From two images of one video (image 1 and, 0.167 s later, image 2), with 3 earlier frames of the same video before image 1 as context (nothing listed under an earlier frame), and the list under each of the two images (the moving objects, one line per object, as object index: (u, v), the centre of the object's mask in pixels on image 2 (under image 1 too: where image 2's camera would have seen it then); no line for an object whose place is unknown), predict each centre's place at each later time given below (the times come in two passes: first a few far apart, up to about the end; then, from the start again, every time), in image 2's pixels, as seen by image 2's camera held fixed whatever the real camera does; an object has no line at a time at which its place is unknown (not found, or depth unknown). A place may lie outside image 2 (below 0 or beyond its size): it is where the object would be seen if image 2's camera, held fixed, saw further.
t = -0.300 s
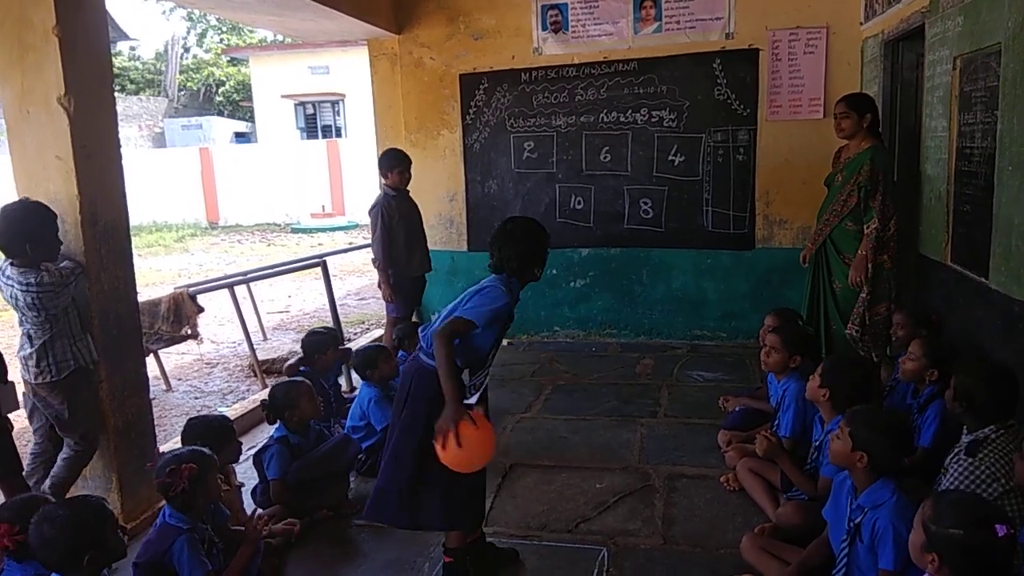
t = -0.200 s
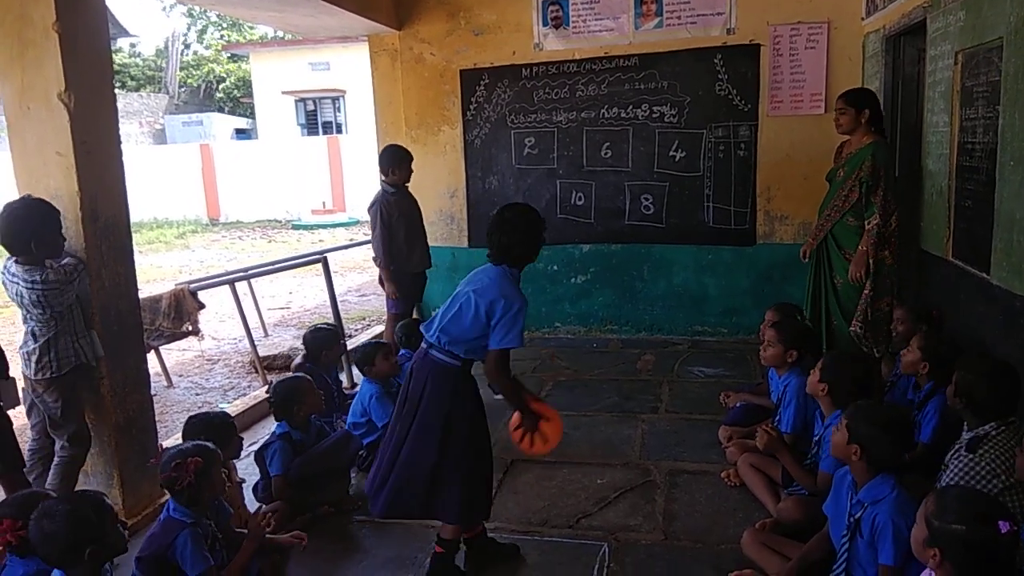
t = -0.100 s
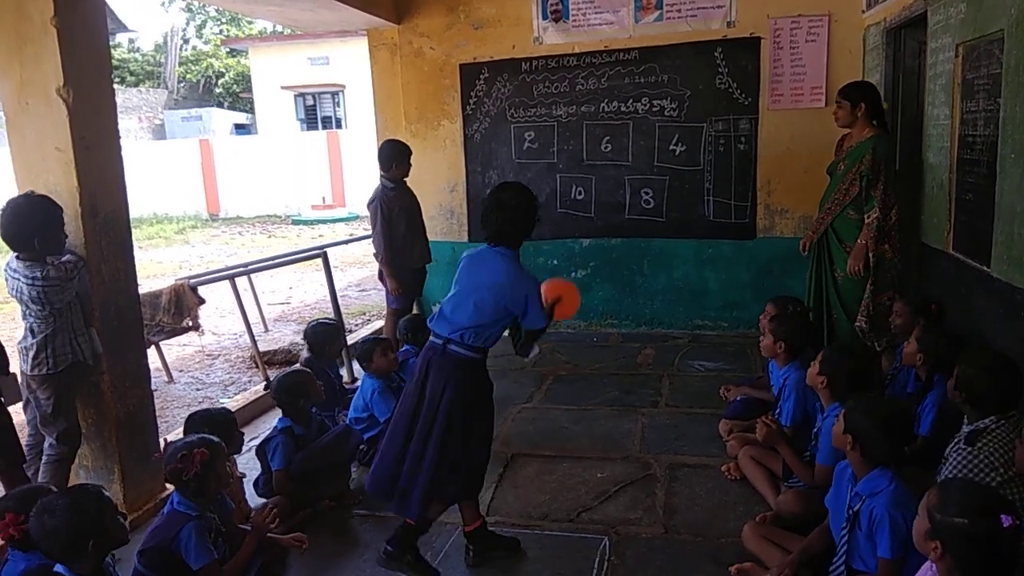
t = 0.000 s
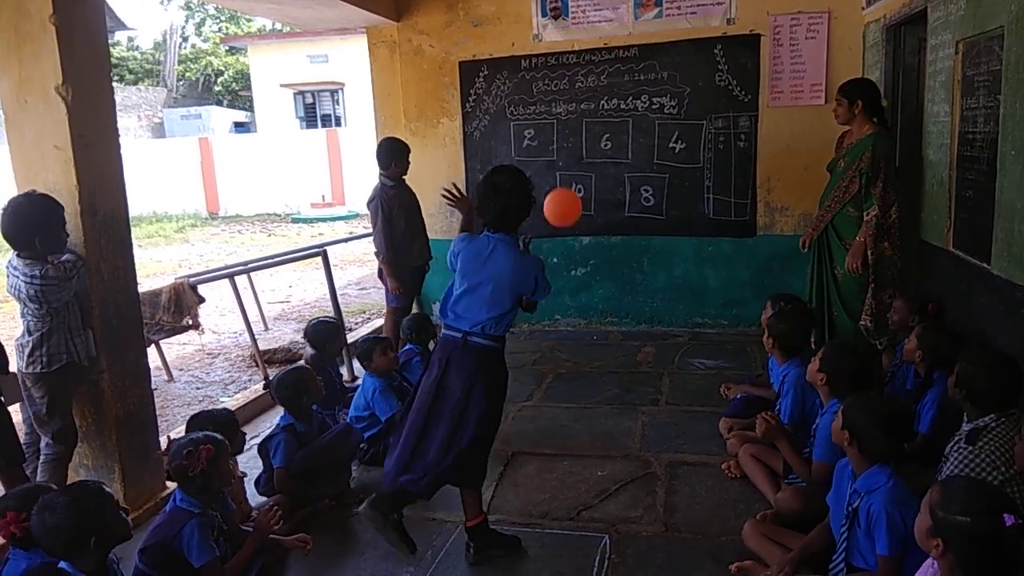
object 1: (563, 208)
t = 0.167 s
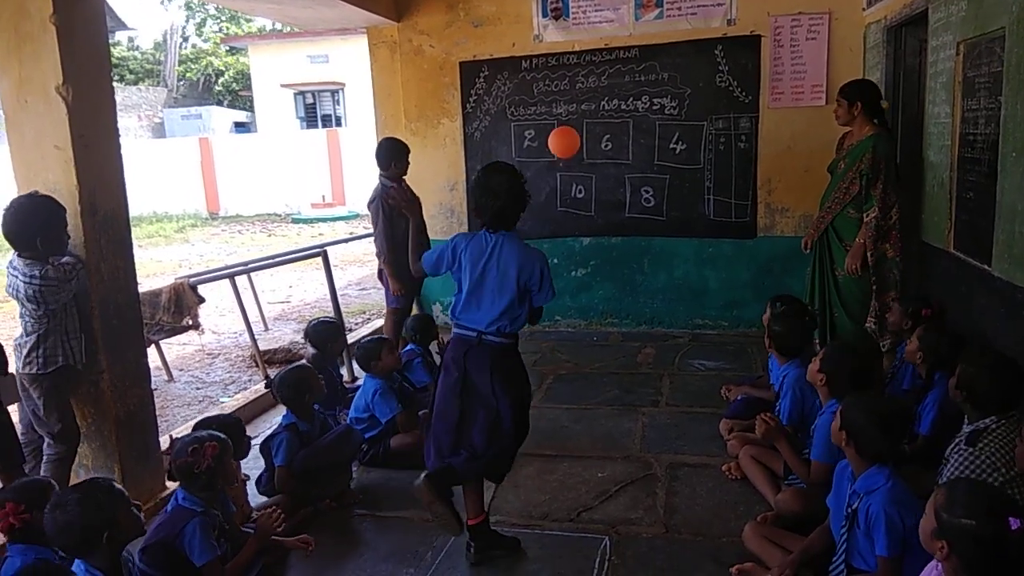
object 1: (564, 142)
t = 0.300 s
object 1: (565, 142)
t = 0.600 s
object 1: (557, 216)
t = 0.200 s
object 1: (564, 139)
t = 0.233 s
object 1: (564, 138)
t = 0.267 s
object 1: (564, 139)
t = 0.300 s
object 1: (565, 142)
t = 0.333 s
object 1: (566, 146)
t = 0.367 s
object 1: (566, 153)
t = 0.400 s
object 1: (567, 161)
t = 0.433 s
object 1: (569, 170)
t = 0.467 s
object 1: (569, 180)
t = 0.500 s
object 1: (567, 186)
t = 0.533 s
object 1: (564, 195)
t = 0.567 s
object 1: (561, 204)
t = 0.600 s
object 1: (557, 216)
